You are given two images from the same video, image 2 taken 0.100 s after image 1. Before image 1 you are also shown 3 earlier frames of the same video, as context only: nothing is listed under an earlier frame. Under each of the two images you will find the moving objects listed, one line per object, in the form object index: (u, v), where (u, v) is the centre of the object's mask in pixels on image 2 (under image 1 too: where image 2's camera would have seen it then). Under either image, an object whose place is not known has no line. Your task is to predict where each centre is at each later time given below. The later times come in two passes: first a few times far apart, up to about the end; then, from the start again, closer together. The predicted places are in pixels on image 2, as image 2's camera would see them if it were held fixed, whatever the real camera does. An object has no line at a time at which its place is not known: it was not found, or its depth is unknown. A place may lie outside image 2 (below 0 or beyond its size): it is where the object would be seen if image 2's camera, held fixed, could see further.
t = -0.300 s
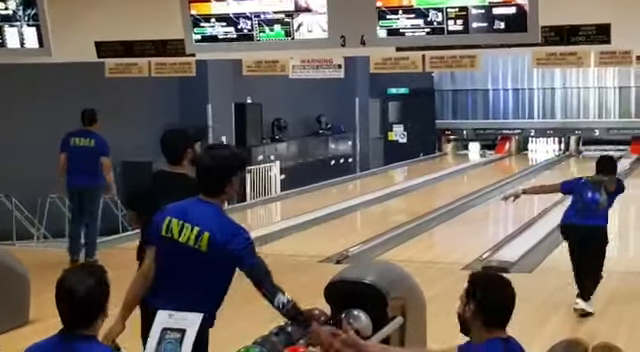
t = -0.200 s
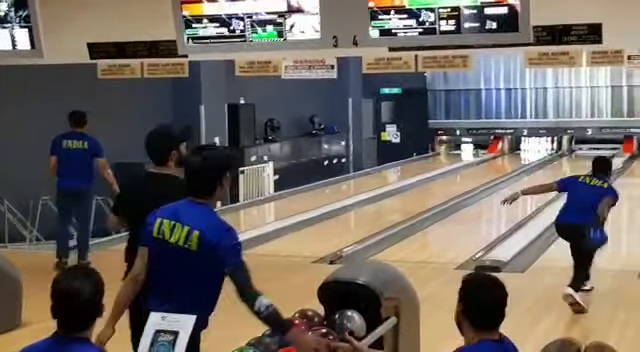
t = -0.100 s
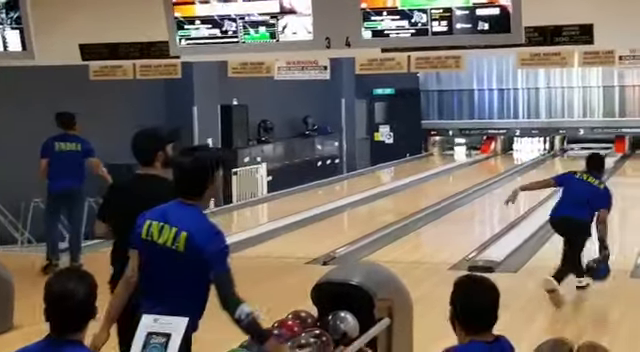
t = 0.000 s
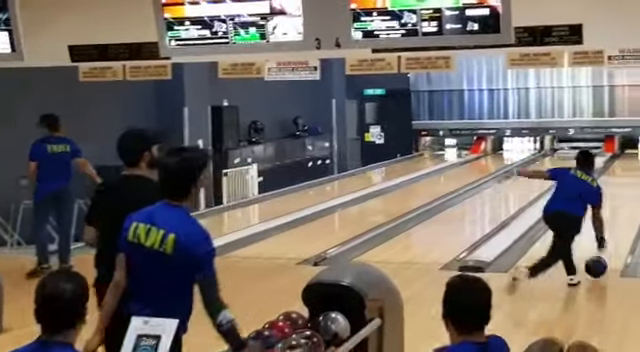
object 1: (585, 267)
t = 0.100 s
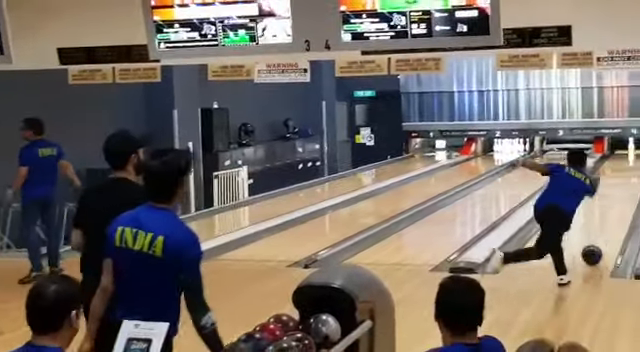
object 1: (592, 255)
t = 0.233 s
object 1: (598, 239)
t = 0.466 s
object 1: (606, 217)
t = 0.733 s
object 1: (614, 199)
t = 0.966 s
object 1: (619, 185)
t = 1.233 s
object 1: (622, 173)
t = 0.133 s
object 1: (593, 250)
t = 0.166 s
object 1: (595, 246)
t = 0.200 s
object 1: (596, 242)
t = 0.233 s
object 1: (598, 239)
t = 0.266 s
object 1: (599, 235)
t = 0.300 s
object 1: (600, 232)
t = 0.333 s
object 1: (602, 229)
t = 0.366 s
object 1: (603, 226)
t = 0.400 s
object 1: (604, 222)
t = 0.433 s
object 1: (605, 220)
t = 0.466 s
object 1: (606, 217)
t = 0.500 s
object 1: (607, 215)
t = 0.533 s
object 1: (608, 212)
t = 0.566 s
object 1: (609, 209)
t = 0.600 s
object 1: (610, 207)
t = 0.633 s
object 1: (611, 205)
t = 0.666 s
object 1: (612, 203)
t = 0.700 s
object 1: (613, 201)
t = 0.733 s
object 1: (614, 199)
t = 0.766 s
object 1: (614, 197)
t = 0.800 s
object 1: (615, 195)
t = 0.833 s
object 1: (617, 191)
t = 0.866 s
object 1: (617, 190)
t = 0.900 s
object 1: (618, 188)
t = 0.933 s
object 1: (618, 186)
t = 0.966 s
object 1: (619, 185)
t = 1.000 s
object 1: (619, 183)
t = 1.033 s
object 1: (620, 181)
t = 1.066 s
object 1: (620, 180)
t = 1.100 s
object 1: (621, 178)
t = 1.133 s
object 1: (621, 177)
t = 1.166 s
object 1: (622, 176)
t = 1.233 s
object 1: (622, 173)
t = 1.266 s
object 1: (623, 172)
